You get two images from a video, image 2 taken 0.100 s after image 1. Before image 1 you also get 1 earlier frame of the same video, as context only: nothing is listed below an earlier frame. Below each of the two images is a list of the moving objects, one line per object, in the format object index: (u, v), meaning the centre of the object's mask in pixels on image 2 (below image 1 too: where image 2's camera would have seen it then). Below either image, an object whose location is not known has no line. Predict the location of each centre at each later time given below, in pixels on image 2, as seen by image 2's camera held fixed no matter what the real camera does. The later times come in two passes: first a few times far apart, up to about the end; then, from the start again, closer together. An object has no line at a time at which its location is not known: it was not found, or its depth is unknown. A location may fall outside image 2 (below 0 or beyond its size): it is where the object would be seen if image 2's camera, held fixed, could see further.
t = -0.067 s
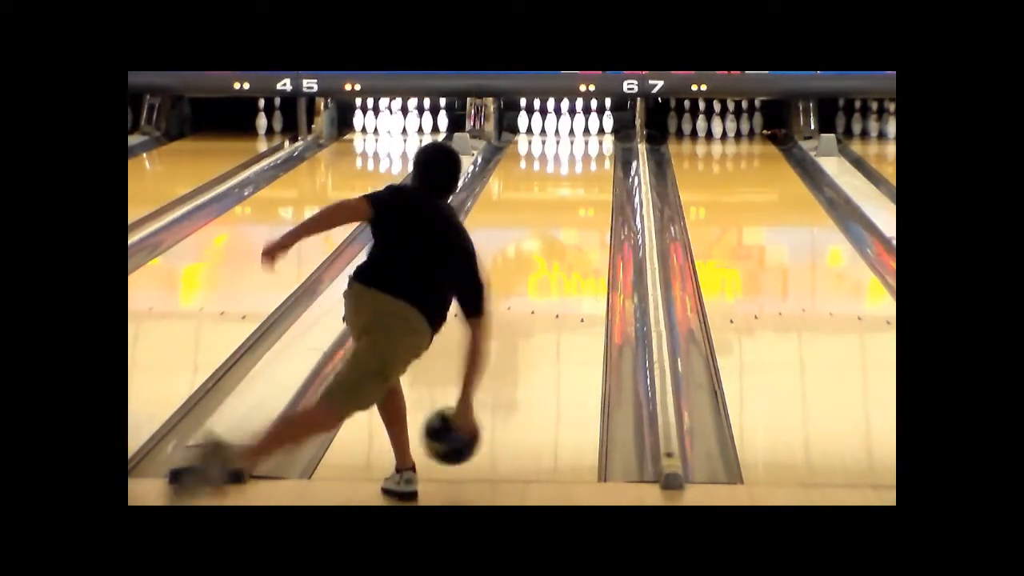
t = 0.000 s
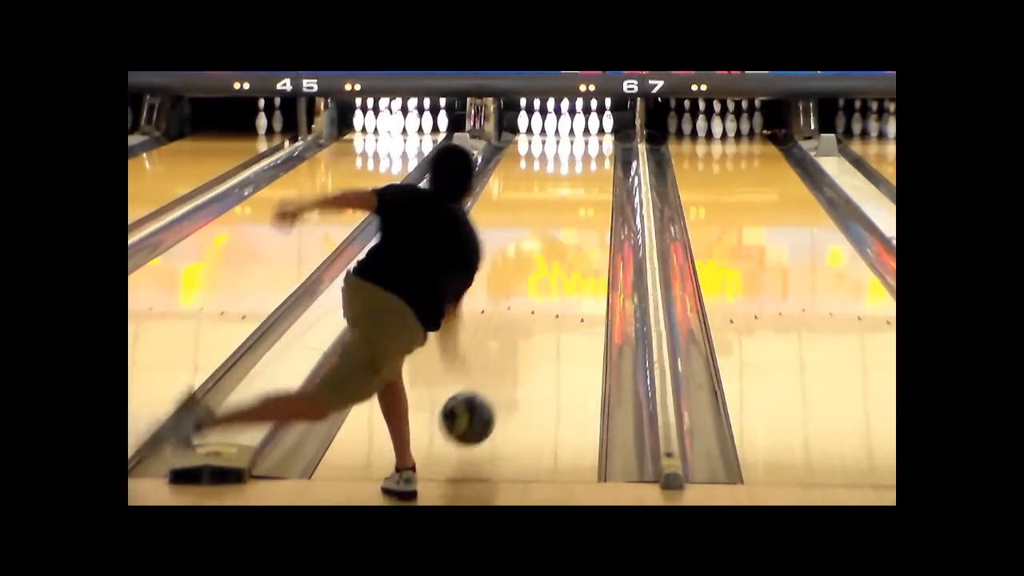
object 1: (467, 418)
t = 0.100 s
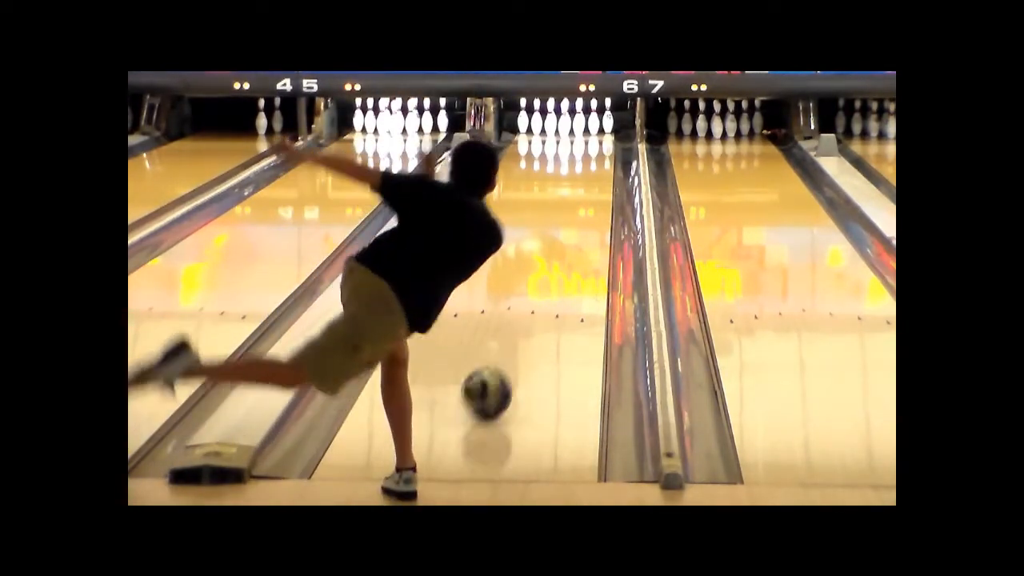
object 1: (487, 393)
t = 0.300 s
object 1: (516, 336)
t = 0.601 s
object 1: (544, 277)
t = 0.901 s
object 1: (570, 229)
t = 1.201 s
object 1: (582, 196)
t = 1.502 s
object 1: (588, 171)
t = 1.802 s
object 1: (587, 151)
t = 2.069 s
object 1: (580, 137)
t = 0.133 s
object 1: (492, 383)
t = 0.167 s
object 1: (498, 372)
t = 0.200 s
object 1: (503, 362)
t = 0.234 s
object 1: (508, 352)
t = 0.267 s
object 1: (513, 343)
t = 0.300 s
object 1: (516, 336)
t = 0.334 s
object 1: (521, 327)
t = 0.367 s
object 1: (525, 319)
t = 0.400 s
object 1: (529, 313)
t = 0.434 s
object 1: (533, 305)
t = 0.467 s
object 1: (536, 298)
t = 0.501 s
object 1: (540, 292)
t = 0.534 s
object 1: (543, 285)
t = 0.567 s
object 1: (546, 279)
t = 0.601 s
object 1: (544, 277)
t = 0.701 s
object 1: (558, 256)
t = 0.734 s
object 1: (559, 253)
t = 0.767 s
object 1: (561, 247)
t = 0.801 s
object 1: (563, 242)
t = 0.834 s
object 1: (566, 238)
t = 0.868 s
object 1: (568, 233)
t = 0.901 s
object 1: (570, 229)
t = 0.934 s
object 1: (572, 224)
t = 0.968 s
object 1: (573, 221)
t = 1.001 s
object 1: (575, 217)
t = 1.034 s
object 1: (577, 213)
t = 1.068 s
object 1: (578, 210)
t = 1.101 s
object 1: (579, 206)
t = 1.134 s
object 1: (580, 203)
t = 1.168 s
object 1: (582, 199)
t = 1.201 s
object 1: (582, 196)
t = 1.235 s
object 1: (583, 193)
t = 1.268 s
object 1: (584, 189)
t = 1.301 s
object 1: (585, 187)
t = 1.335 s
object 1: (586, 184)
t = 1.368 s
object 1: (587, 181)
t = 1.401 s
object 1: (587, 179)
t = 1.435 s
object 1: (588, 176)
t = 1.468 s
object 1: (587, 174)
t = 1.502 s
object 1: (588, 171)
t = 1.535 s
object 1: (588, 168)
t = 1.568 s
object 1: (589, 166)
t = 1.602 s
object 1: (589, 163)
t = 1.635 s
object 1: (589, 161)
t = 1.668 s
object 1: (589, 159)
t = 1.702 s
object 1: (589, 157)
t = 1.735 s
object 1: (589, 155)
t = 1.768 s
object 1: (588, 153)
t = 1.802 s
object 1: (587, 151)
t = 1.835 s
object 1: (587, 149)
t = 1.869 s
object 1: (586, 147)
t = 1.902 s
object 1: (586, 145)
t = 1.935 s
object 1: (584, 143)
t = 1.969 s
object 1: (584, 142)
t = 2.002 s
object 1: (583, 140)
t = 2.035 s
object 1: (582, 139)
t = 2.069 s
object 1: (580, 137)
